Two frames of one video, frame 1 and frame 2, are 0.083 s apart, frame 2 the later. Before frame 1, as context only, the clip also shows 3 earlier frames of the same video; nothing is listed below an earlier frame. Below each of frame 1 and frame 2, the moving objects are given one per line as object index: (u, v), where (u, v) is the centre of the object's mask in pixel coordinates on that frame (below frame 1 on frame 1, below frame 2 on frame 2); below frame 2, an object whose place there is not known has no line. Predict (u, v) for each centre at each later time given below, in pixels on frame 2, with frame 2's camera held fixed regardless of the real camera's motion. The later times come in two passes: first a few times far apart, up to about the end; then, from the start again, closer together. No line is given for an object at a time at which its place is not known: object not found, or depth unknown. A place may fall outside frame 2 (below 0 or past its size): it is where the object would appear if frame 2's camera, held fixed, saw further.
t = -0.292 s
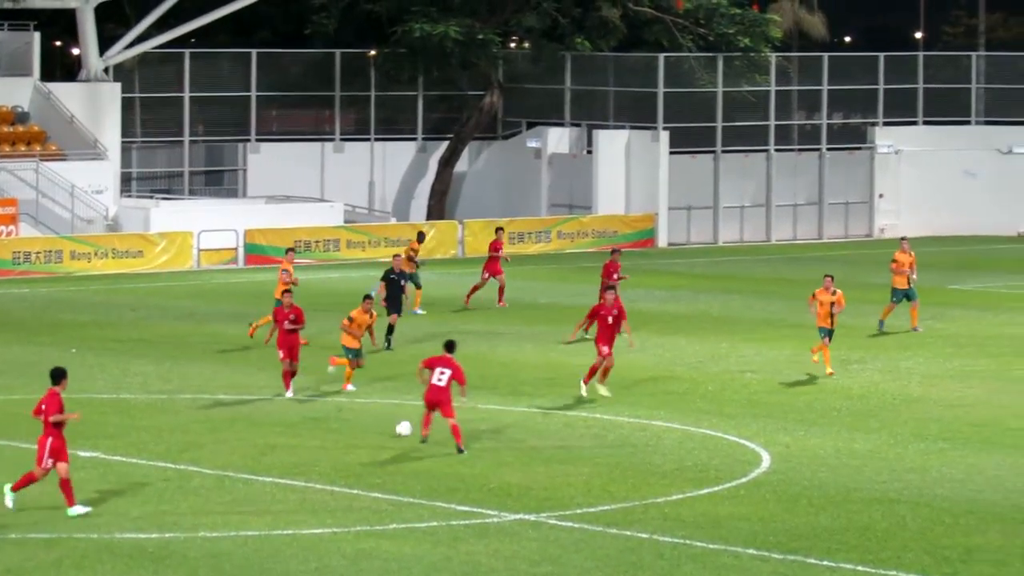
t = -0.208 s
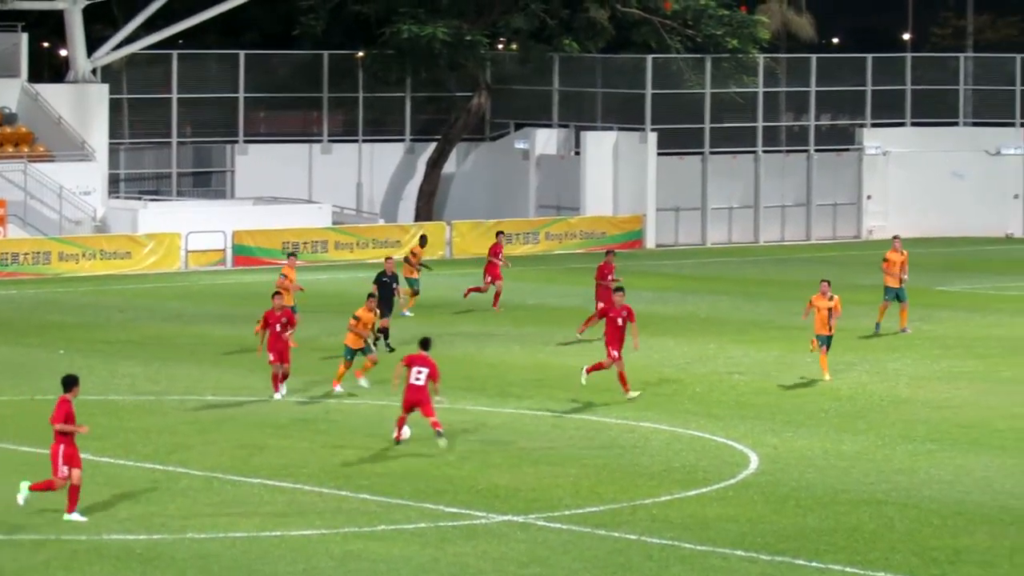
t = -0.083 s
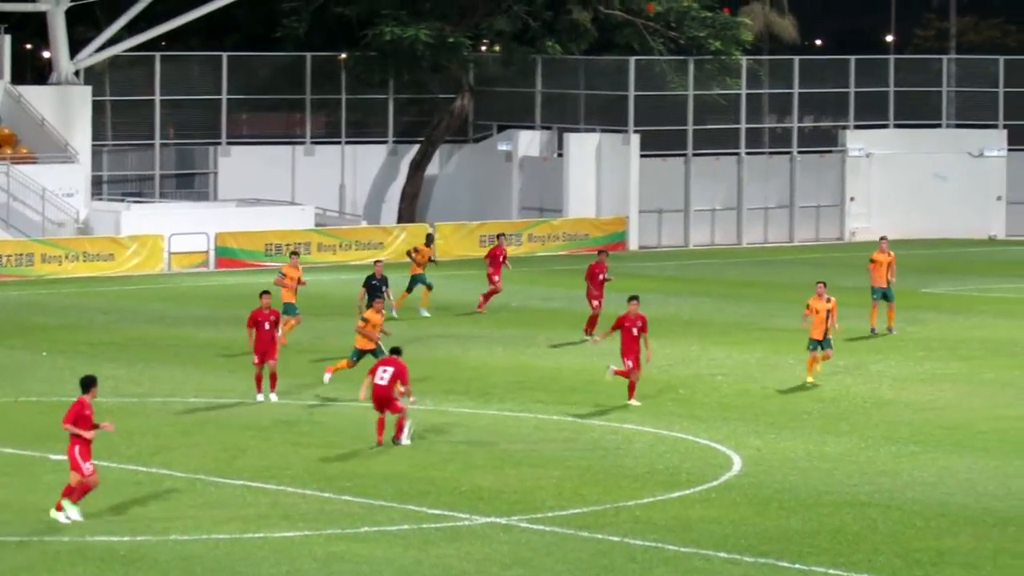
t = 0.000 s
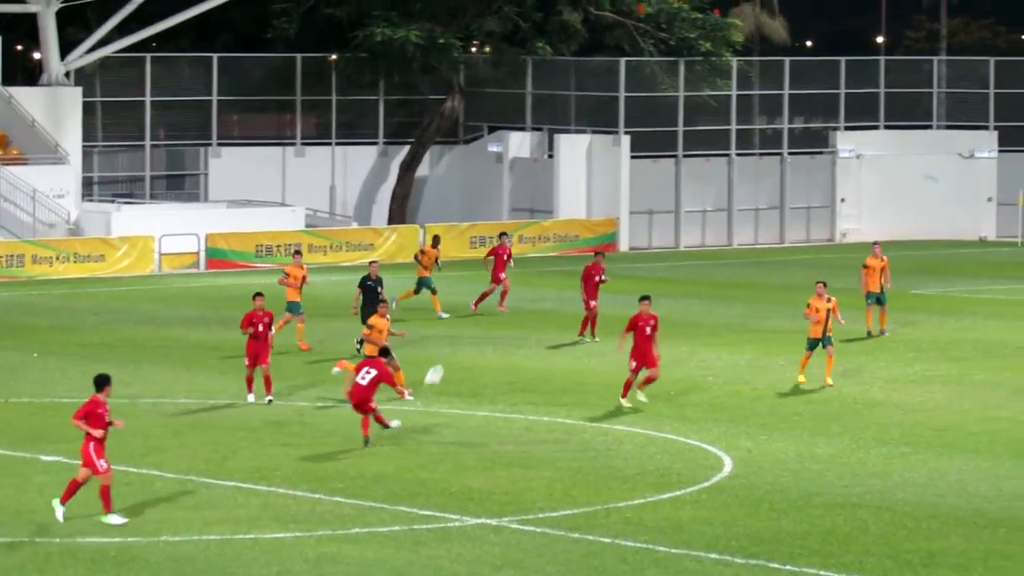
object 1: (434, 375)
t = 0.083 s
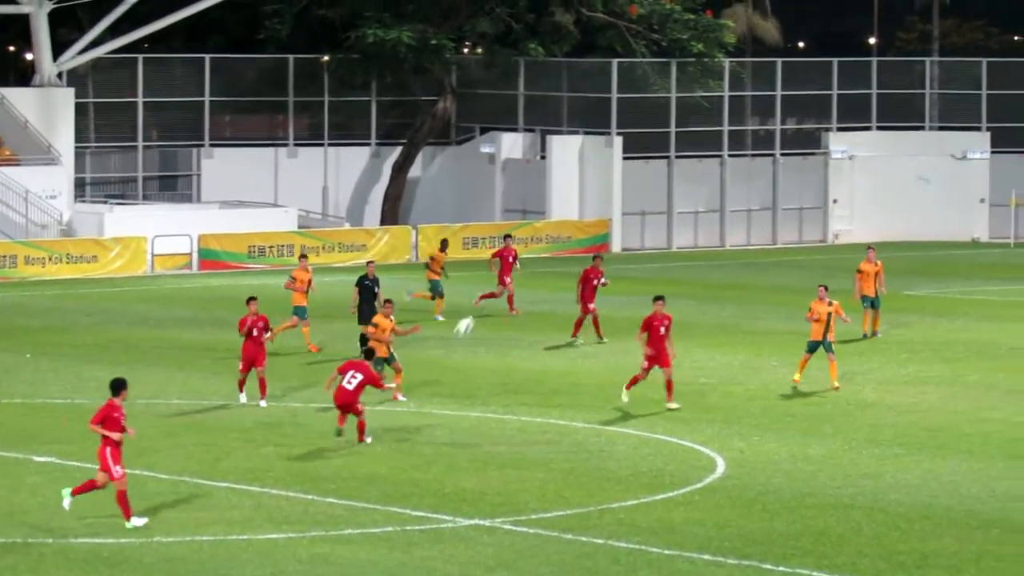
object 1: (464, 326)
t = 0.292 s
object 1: (555, 225)
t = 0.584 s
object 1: (675, 139)
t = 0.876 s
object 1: (787, 100)
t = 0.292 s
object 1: (555, 225)
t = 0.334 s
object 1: (574, 210)
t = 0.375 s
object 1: (590, 194)
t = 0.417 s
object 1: (607, 181)
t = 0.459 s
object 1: (627, 168)
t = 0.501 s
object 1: (642, 158)
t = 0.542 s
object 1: (659, 148)
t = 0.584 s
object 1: (675, 139)
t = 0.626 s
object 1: (692, 131)
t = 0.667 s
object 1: (707, 123)
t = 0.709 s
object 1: (723, 117)
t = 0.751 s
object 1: (739, 111)
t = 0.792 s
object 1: (755, 107)
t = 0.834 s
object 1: (770, 103)
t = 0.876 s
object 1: (787, 100)
